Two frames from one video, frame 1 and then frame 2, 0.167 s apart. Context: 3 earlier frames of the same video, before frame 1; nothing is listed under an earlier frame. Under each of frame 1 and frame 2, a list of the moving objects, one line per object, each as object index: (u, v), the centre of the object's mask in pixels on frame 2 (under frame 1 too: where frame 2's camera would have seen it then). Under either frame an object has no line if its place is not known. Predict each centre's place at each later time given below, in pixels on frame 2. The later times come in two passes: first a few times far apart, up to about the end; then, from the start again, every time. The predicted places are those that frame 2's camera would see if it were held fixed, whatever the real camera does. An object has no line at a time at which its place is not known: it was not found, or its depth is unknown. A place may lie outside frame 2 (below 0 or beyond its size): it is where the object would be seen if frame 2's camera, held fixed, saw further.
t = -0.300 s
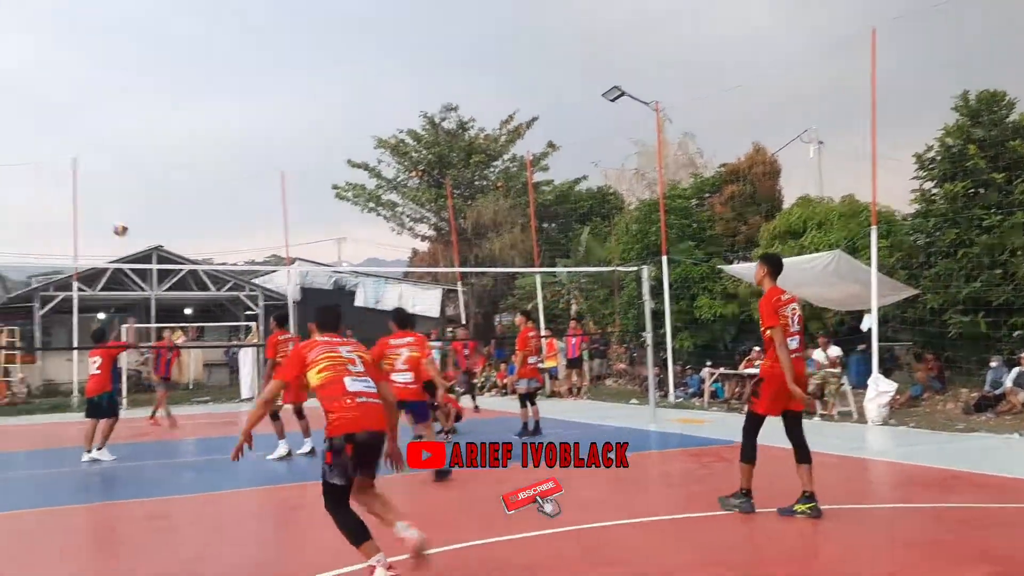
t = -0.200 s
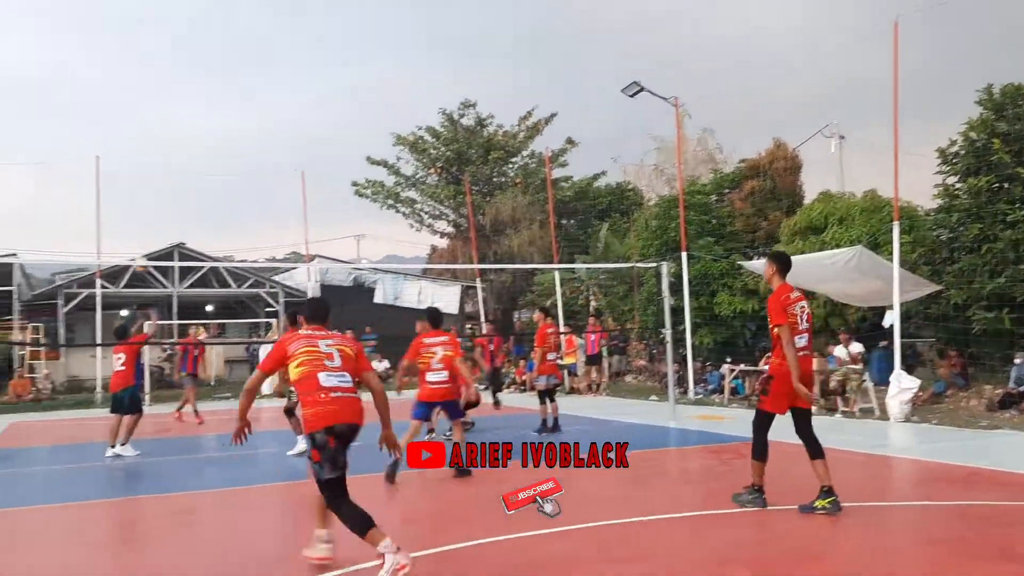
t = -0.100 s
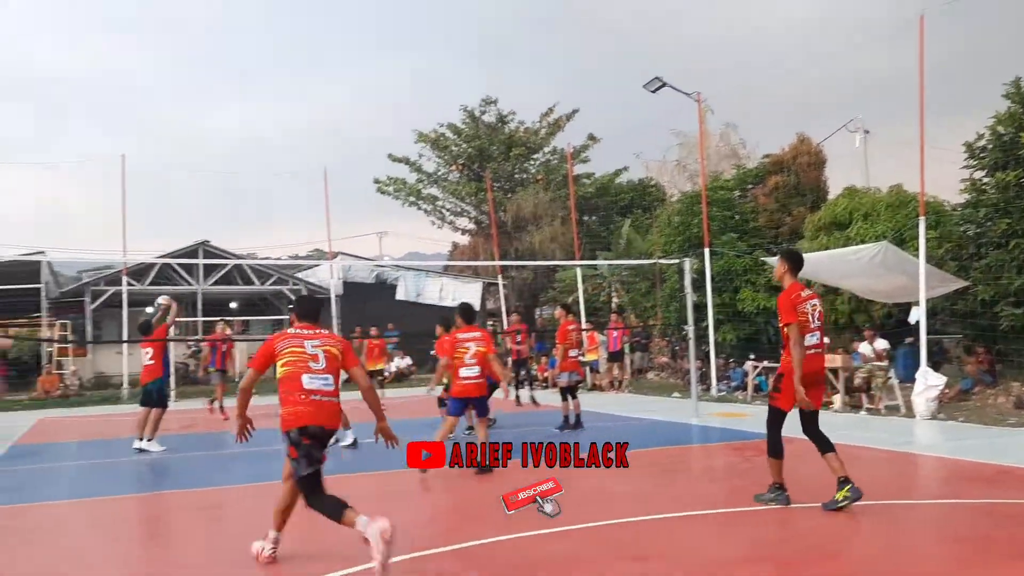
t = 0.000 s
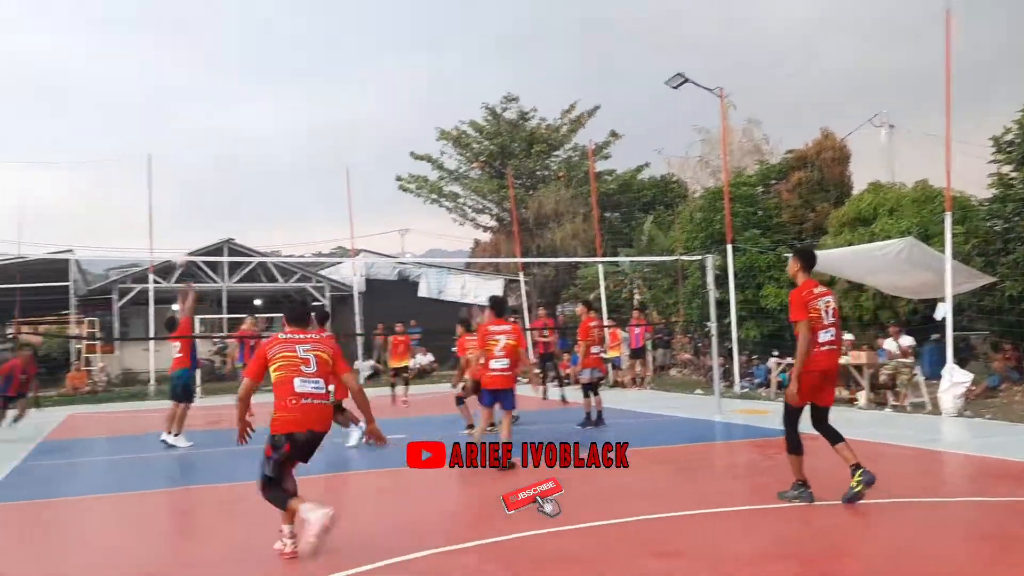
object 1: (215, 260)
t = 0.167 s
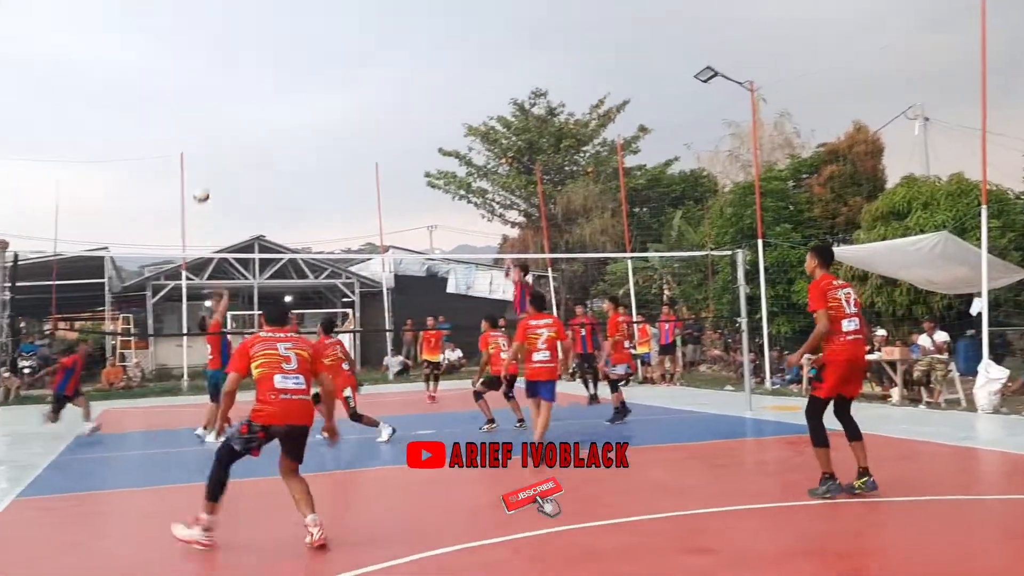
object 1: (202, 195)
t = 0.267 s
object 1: (195, 168)
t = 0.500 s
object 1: (178, 130)
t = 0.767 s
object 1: (161, 136)
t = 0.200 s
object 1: (199, 186)
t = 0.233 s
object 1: (197, 177)
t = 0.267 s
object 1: (195, 168)
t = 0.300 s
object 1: (193, 161)
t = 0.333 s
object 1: (190, 154)
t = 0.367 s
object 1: (187, 147)
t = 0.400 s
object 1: (185, 142)
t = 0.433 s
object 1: (183, 137)
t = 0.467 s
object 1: (180, 133)
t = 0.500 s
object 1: (178, 130)
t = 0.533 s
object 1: (176, 128)
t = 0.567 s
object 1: (174, 127)
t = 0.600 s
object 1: (172, 127)
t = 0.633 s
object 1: (170, 127)
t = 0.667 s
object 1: (167, 128)
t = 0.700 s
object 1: (166, 130)
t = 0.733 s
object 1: (163, 133)
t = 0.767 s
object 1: (161, 136)
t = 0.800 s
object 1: (158, 140)
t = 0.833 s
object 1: (156, 145)
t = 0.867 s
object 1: (154, 151)
